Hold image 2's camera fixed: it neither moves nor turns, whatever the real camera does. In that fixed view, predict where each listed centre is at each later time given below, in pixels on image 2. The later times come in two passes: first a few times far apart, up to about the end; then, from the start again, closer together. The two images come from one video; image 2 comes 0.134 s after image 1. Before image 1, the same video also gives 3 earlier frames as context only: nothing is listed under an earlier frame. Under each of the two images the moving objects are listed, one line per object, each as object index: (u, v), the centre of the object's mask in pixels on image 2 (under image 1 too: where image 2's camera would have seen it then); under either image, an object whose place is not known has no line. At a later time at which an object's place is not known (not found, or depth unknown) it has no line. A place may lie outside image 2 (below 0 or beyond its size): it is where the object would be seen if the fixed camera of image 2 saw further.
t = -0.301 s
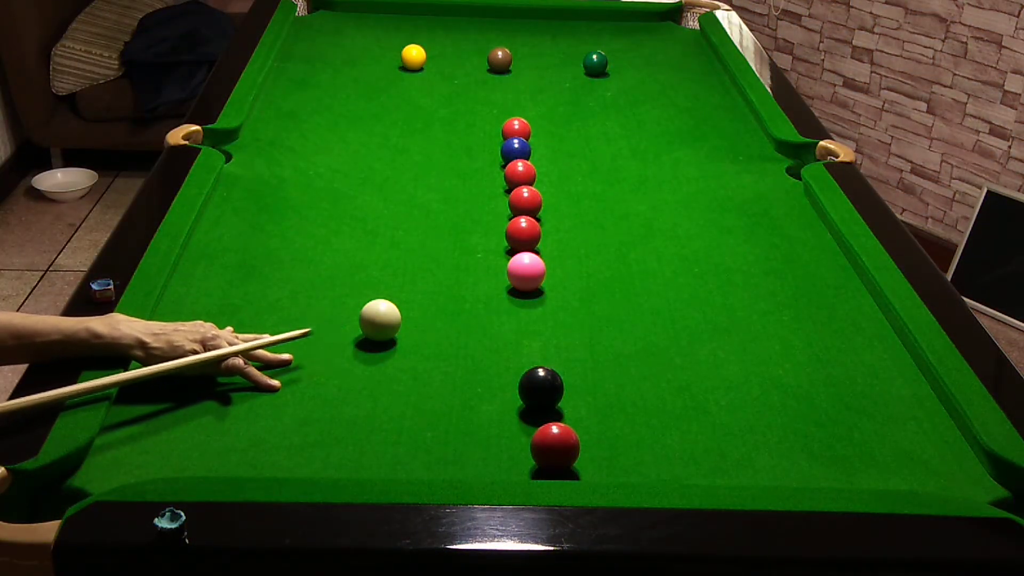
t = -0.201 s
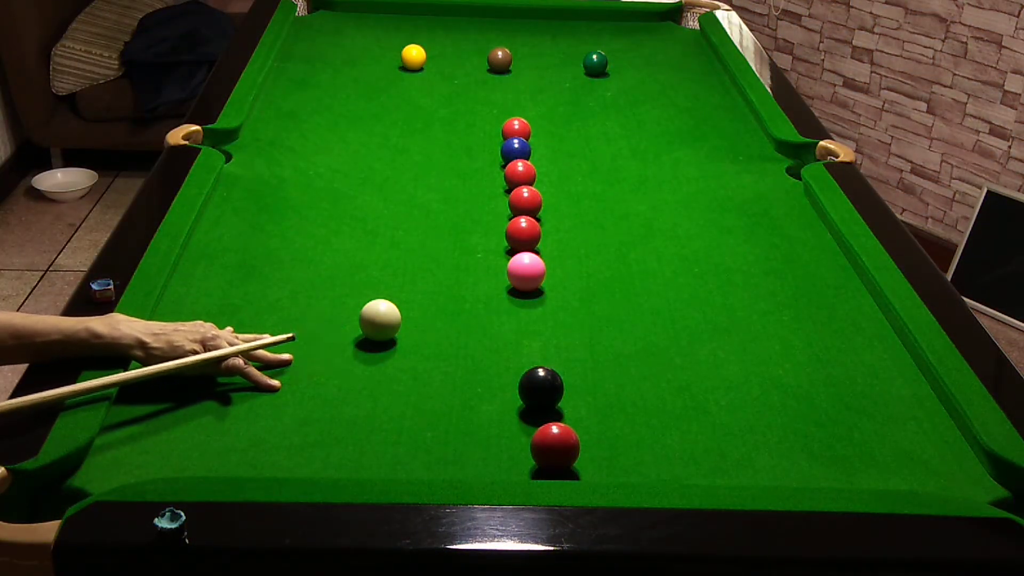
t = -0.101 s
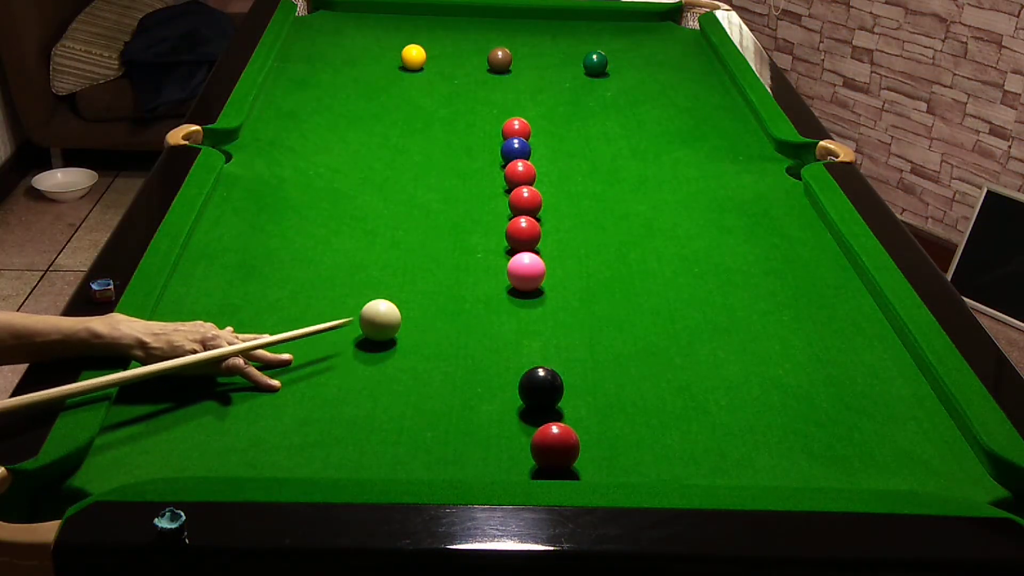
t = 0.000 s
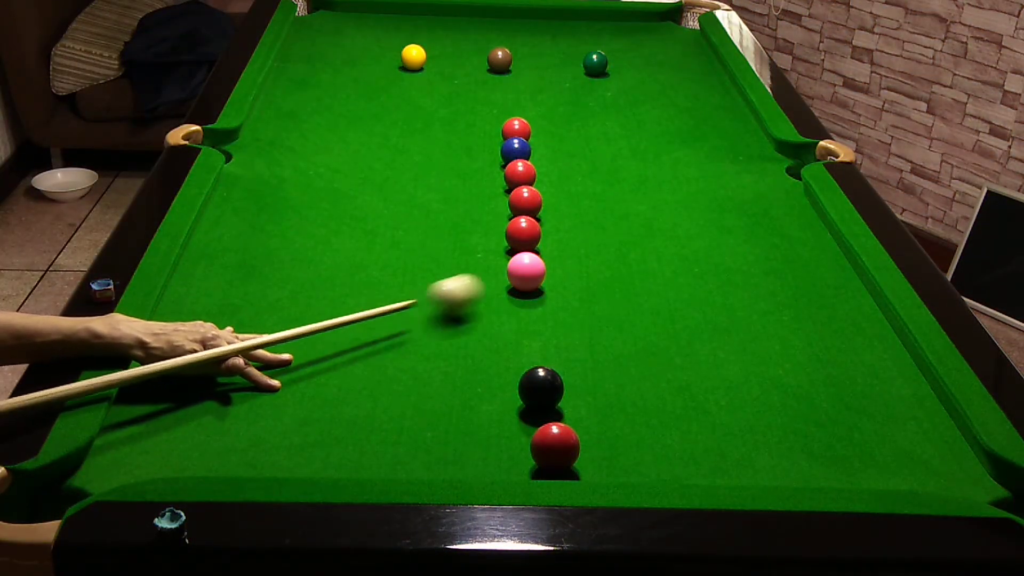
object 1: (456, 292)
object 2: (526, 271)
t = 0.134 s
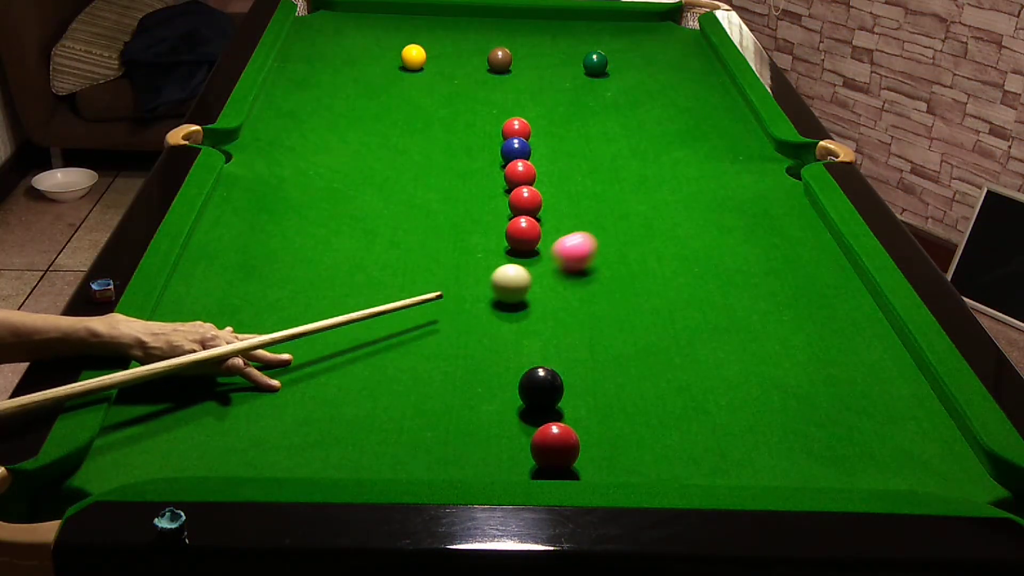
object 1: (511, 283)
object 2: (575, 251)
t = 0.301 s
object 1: (549, 278)
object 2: (641, 225)
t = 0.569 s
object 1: (604, 270)
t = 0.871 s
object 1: (656, 262)
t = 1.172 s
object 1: (698, 253)
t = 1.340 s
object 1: (718, 250)
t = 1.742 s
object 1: (753, 239)
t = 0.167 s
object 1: (519, 282)
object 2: (591, 245)
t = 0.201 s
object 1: (527, 281)
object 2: (605, 239)
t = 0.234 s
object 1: (534, 280)
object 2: (618, 234)
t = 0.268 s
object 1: (542, 279)
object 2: (629, 229)
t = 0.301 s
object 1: (549, 278)
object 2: (641, 225)
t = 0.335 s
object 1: (557, 277)
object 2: (652, 220)
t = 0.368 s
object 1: (564, 276)
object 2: (663, 216)
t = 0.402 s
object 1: (571, 275)
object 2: (673, 211)
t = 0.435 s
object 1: (578, 274)
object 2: (683, 207)
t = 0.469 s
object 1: (585, 273)
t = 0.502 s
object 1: (592, 272)
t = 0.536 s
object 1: (598, 271)
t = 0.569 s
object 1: (604, 270)
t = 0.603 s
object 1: (611, 269)
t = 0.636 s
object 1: (617, 268)
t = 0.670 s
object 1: (623, 267)
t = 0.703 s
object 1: (629, 266)
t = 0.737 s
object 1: (634, 266)
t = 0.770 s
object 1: (640, 265)
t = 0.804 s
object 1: (646, 263)
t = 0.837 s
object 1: (651, 263)
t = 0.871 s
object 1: (656, 262)
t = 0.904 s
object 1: (661, 261)
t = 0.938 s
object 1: (666, 260)
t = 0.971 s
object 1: (672, 259)
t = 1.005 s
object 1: (676, 258)
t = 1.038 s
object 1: (681, 257)
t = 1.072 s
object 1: (685, 256)
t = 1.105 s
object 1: (690, 255)
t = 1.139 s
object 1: (694, 254)
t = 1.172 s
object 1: (698, 253)
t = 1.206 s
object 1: (702, 253)
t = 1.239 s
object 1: (706, 252)
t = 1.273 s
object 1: (710, 251)
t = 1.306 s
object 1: (714, 250)
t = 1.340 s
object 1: (718, 250)
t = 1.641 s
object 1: (741, 238)
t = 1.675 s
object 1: (748, 239)
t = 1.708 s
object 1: (750, 240)
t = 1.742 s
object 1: (753, 239)
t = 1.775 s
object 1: (755, 238)
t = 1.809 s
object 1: (757, 237)
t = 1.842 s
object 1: (759, 236)
